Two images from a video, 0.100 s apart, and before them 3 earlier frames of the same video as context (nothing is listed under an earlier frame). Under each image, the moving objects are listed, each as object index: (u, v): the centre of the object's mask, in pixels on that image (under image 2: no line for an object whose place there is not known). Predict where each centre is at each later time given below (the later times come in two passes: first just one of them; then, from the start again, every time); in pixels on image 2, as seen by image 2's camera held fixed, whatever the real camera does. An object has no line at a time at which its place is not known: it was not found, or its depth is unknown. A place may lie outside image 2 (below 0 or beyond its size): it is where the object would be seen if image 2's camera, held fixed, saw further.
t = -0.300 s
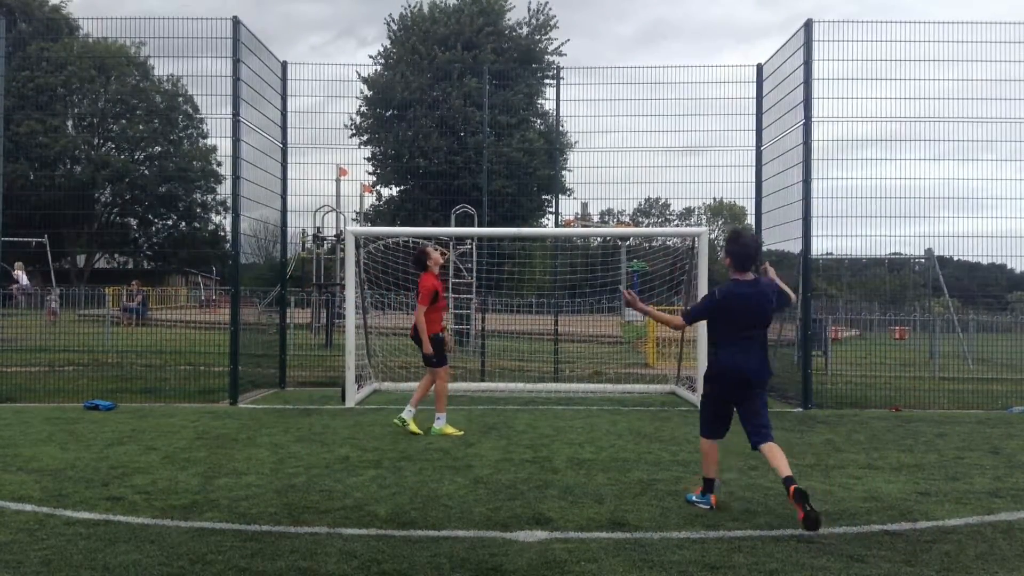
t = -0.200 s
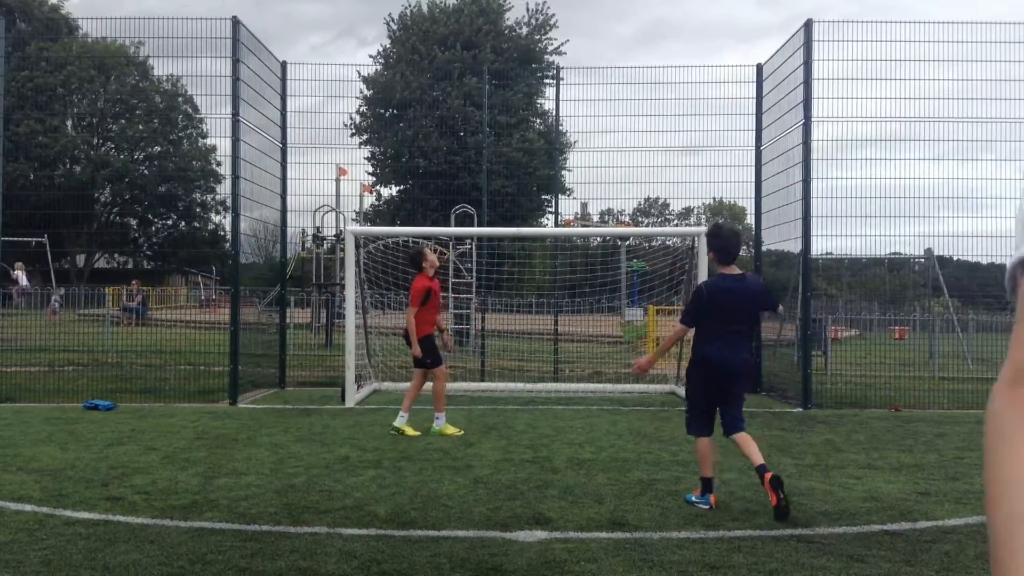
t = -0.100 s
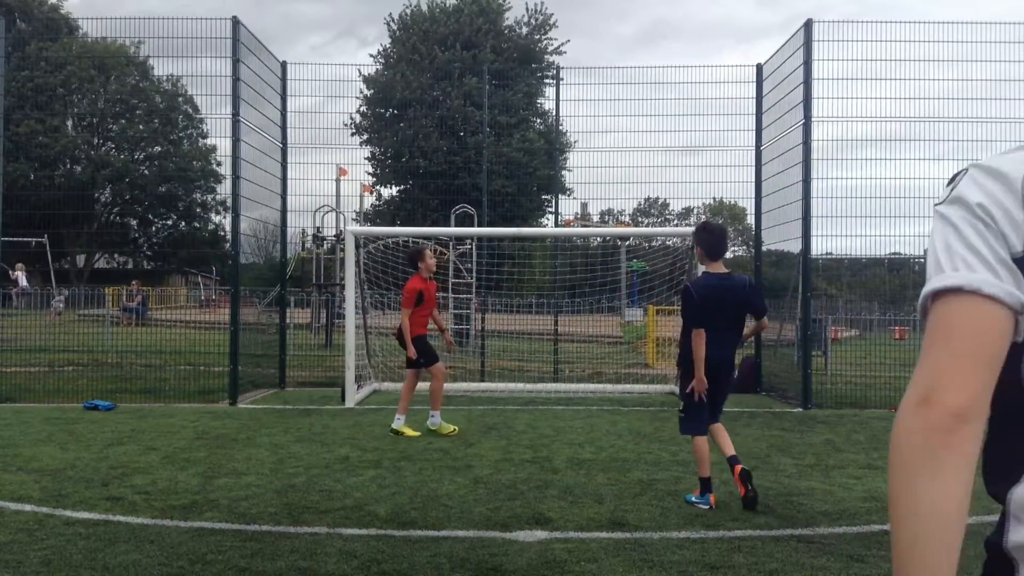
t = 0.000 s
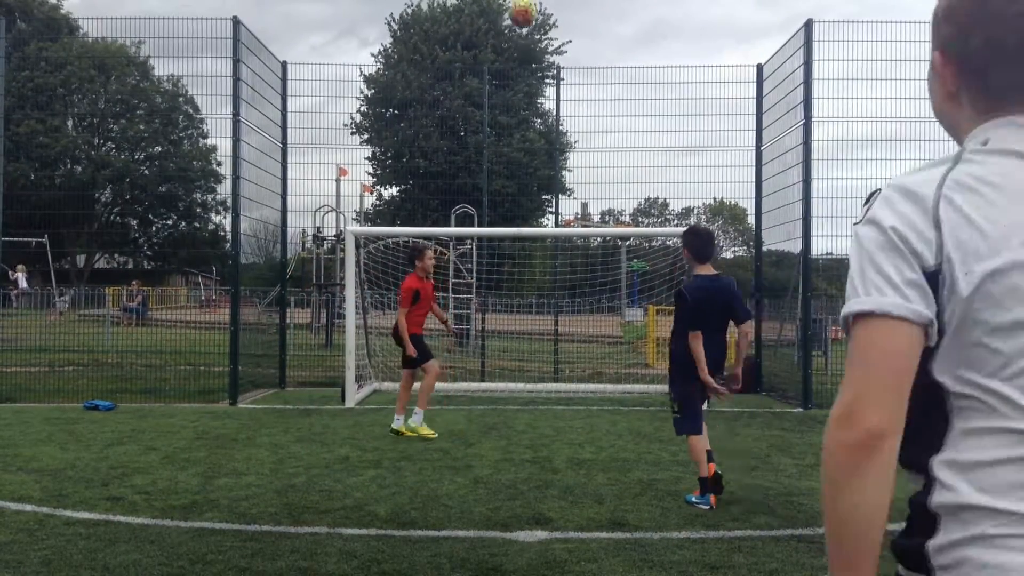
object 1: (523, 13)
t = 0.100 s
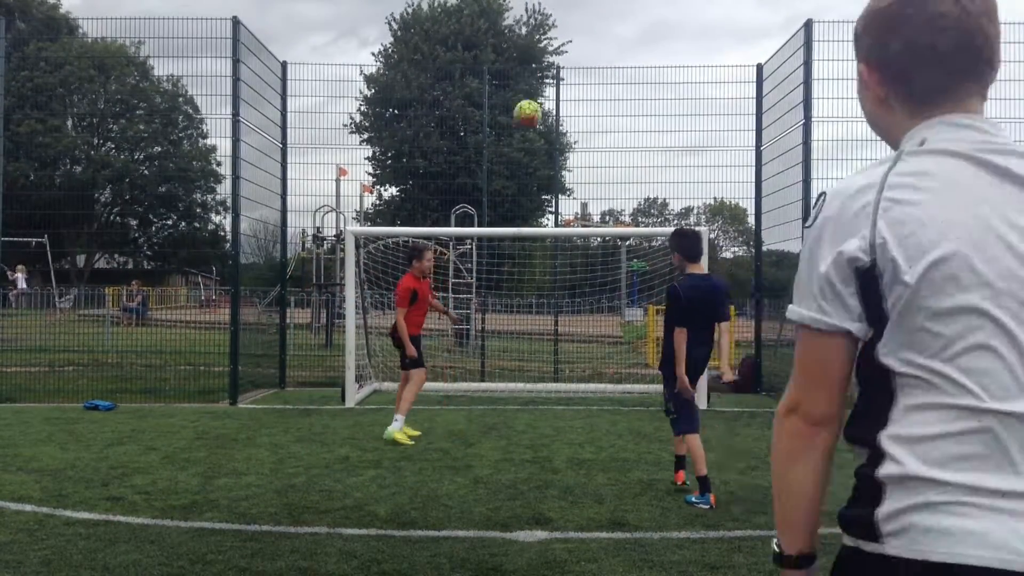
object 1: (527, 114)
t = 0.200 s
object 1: (533, 226)
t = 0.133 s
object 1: (529, 149)
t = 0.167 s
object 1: (531, 187)
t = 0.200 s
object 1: (533, 226)
